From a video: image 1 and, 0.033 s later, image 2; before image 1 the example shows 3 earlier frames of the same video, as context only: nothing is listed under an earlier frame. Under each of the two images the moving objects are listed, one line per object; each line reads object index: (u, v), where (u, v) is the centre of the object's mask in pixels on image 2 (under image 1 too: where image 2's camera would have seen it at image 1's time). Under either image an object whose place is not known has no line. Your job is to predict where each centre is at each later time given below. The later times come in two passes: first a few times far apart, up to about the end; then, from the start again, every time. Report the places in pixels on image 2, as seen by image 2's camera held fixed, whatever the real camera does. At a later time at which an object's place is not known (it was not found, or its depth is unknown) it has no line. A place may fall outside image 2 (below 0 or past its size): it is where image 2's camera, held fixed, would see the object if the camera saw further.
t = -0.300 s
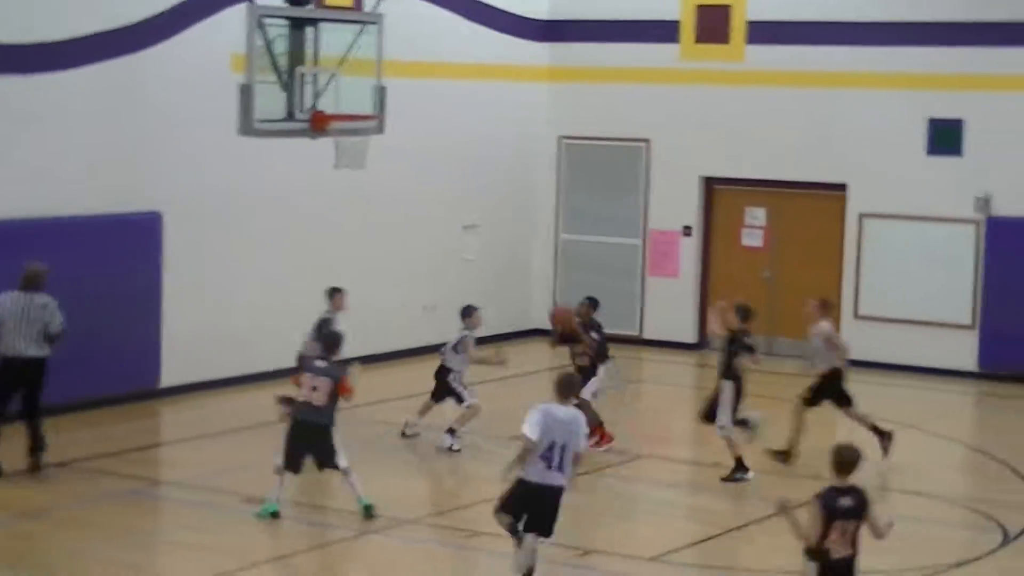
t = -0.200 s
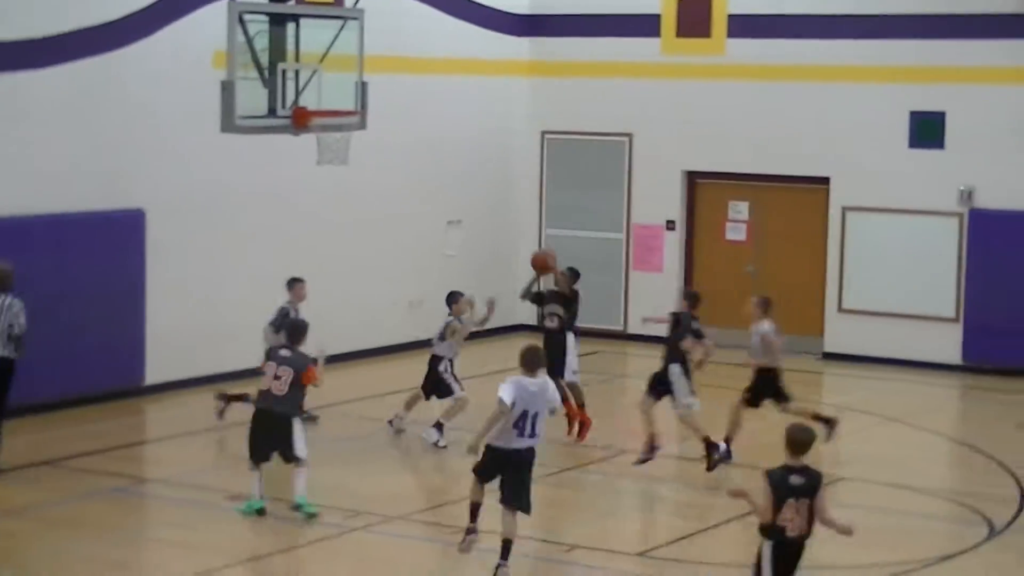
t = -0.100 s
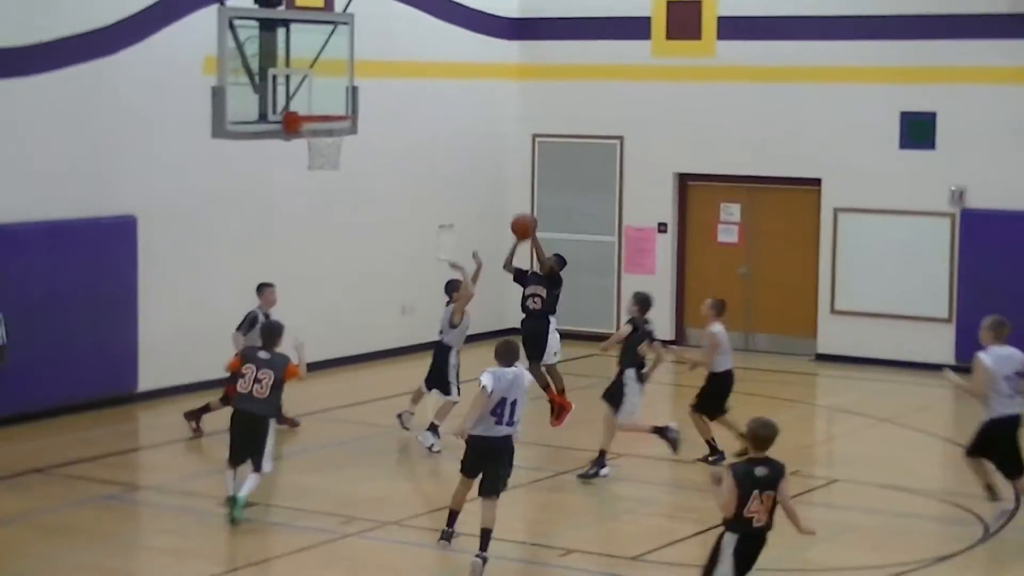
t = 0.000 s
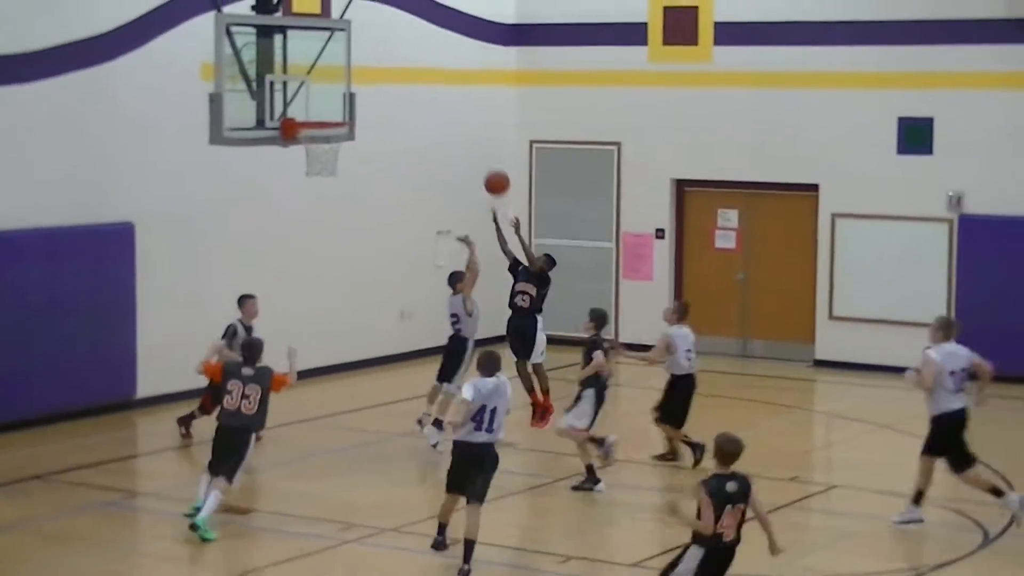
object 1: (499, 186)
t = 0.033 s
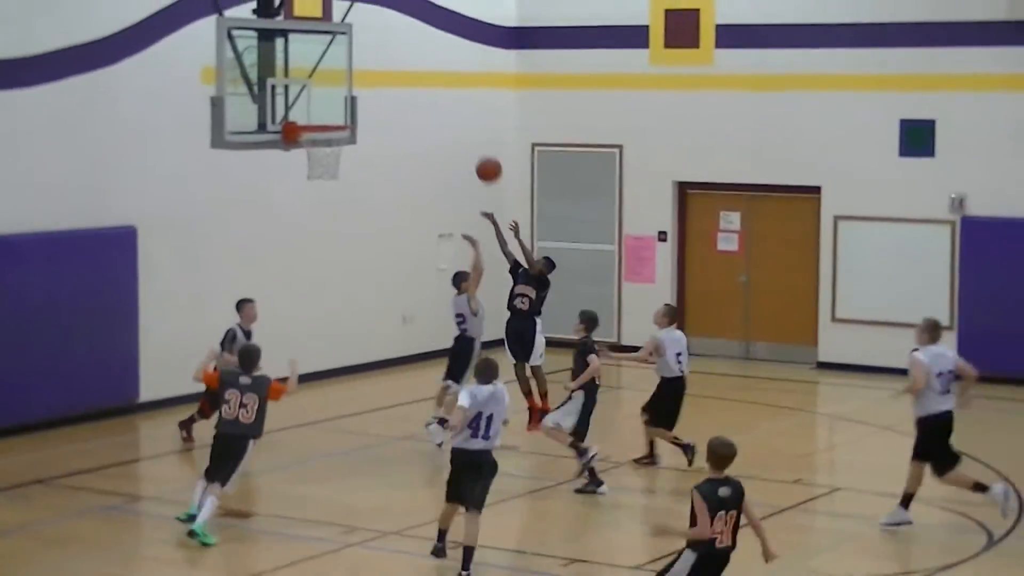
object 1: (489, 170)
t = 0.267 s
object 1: (417, 89)
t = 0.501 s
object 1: (344, 67)
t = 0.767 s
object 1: (301, 108)
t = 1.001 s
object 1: (320, 87)
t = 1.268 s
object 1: (344, 124)
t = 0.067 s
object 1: (478, 155)
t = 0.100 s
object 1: (468, 141)
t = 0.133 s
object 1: (457, 127)
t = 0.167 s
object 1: (448, 116)
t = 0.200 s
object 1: (438, 106)
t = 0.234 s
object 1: (428, 97)
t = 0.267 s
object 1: (417, 89)
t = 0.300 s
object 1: (407, 82)
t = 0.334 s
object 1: (396, 76)
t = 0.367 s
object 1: (386, 72)
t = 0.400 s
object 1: (375, 68)
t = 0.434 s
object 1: (365, 66)
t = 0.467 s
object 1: (354, 66)
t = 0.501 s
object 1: (344, 67)
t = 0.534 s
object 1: (333, 68)
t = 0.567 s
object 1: (323, 71)
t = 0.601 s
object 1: (312, 74)
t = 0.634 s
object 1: (301, 80)
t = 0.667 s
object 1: (296, 86)
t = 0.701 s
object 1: (297, 92)
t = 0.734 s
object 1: (299, 99)
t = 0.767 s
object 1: (301, 108)
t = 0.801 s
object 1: (303, 111)
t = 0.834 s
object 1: (306, 104)
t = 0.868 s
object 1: (308, 98)
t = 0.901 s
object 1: (312, 94)
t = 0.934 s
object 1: (314, 90)
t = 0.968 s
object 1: (317, 88)
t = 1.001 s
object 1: (320, 87)
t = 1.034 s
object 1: (322, 86)
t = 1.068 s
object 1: (326, 88)
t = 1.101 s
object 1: (329, 91)
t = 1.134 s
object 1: (332, 95)
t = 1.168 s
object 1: (335, 101)
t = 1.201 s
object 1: (338, 107)
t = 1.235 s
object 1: (341, 116)
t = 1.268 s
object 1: (344, 124)
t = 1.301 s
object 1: (348, 135)
